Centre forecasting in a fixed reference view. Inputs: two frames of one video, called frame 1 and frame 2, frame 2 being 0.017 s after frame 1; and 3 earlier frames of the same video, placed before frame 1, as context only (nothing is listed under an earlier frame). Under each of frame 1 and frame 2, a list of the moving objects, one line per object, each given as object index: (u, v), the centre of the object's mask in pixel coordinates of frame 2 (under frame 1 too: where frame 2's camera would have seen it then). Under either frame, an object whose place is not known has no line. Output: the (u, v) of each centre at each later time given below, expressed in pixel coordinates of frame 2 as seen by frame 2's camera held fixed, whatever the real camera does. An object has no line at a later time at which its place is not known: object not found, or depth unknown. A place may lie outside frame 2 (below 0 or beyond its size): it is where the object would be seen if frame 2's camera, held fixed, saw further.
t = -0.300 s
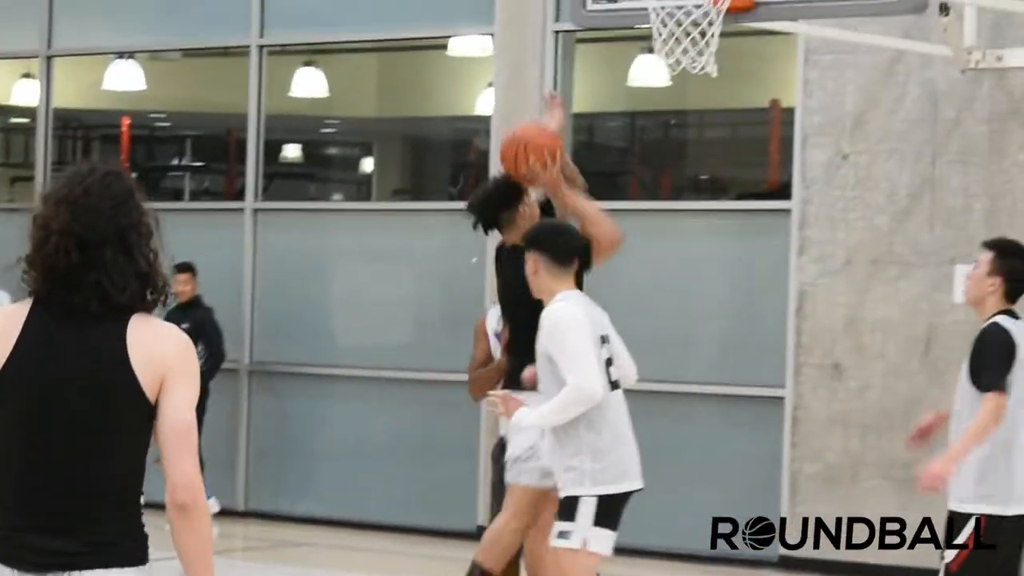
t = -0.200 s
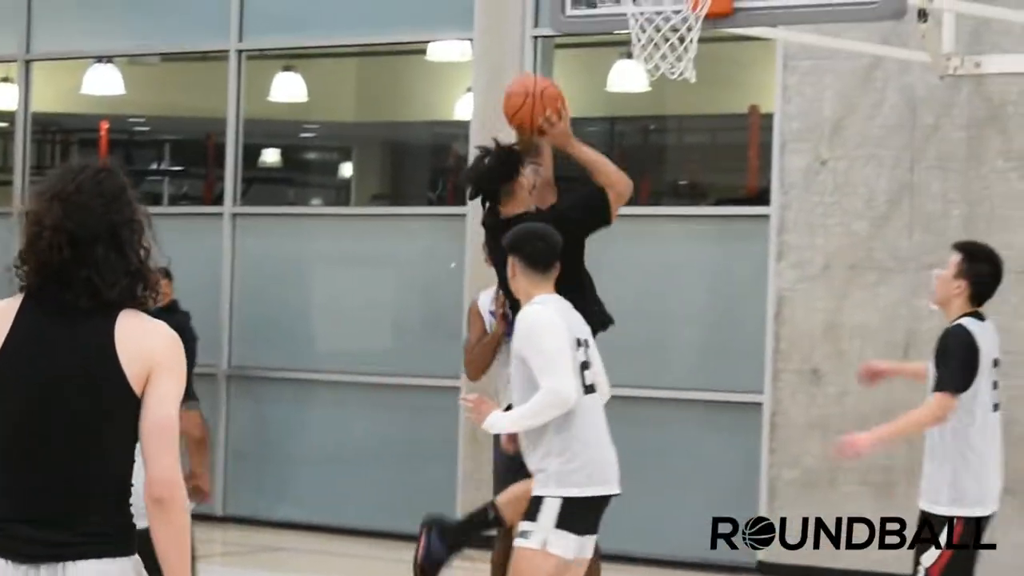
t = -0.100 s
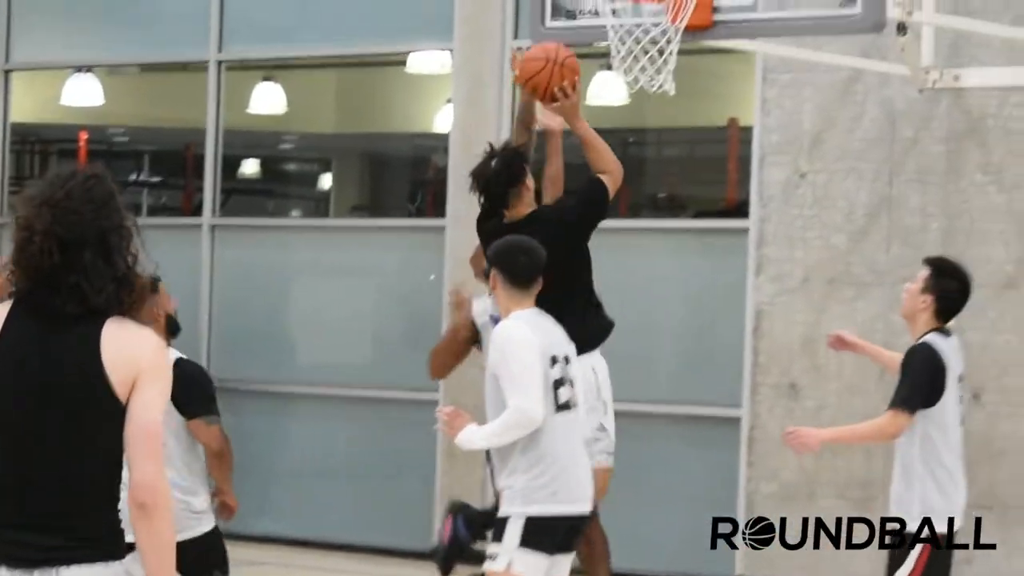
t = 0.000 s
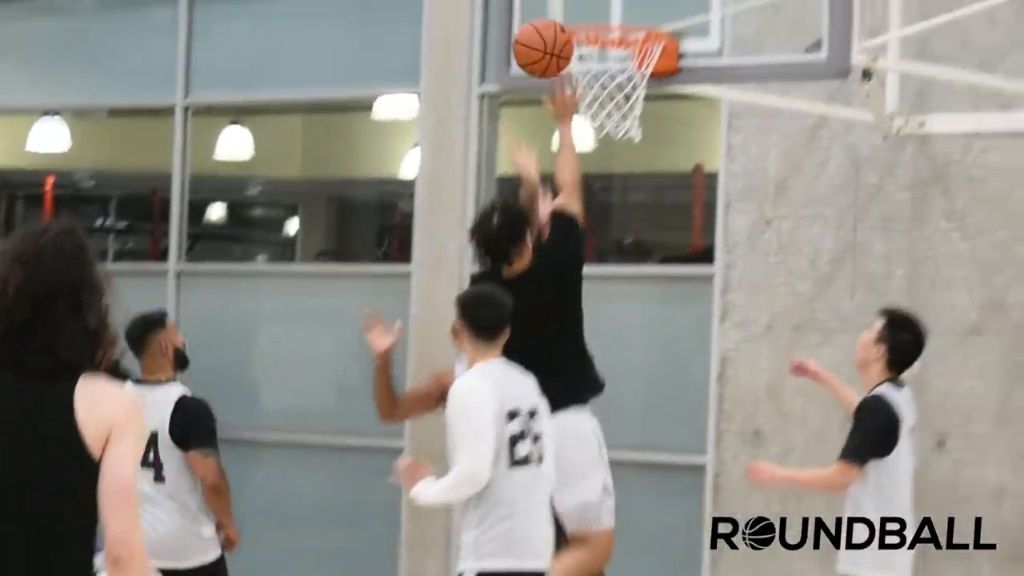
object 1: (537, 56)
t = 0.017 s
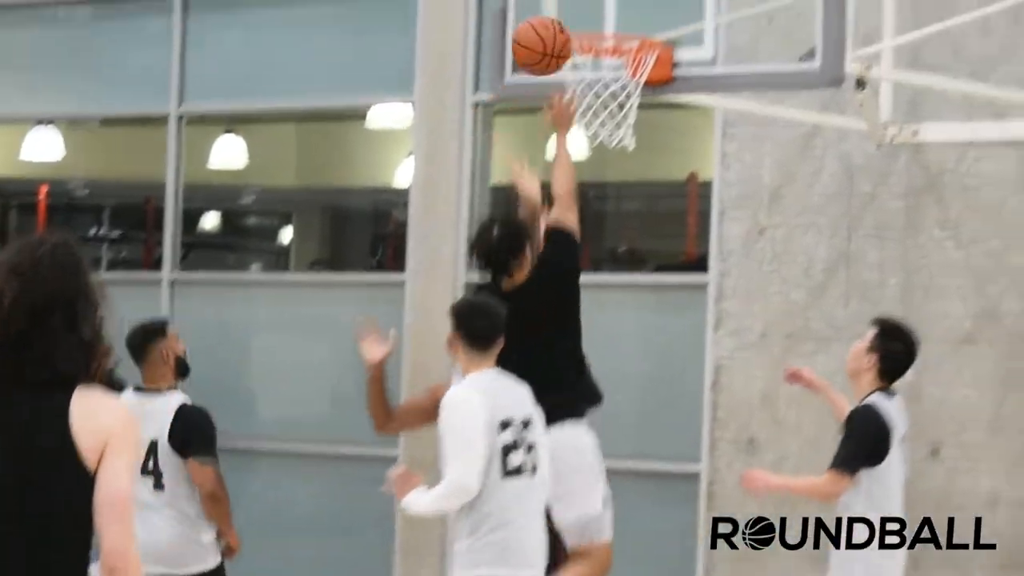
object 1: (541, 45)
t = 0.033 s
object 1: (546, 35)
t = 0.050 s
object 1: (551, 24)
